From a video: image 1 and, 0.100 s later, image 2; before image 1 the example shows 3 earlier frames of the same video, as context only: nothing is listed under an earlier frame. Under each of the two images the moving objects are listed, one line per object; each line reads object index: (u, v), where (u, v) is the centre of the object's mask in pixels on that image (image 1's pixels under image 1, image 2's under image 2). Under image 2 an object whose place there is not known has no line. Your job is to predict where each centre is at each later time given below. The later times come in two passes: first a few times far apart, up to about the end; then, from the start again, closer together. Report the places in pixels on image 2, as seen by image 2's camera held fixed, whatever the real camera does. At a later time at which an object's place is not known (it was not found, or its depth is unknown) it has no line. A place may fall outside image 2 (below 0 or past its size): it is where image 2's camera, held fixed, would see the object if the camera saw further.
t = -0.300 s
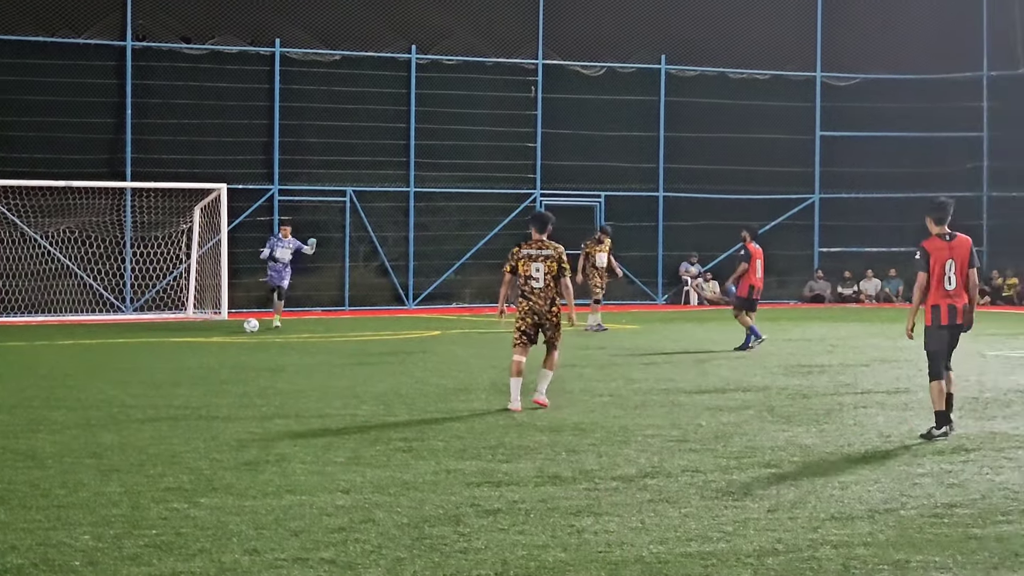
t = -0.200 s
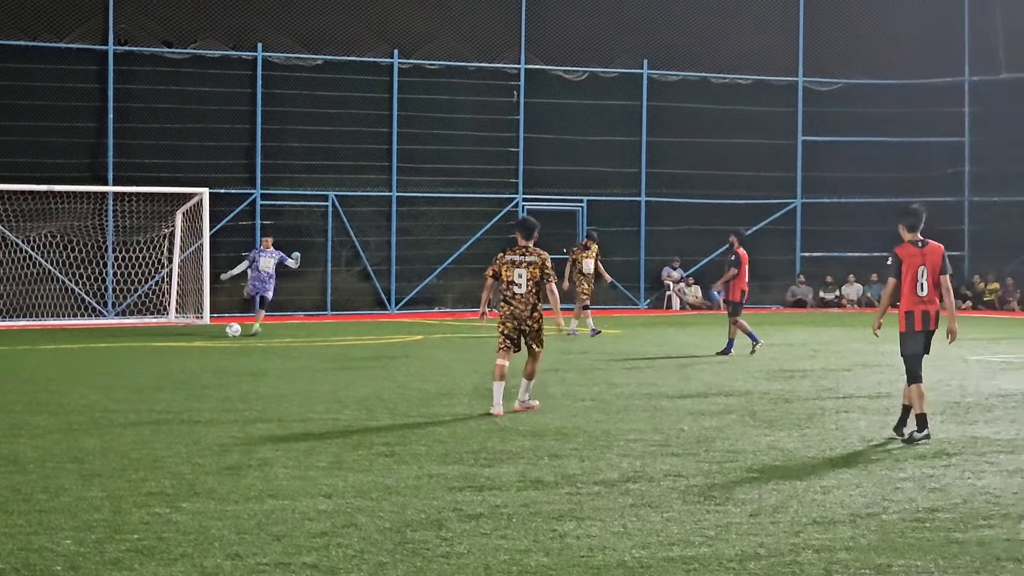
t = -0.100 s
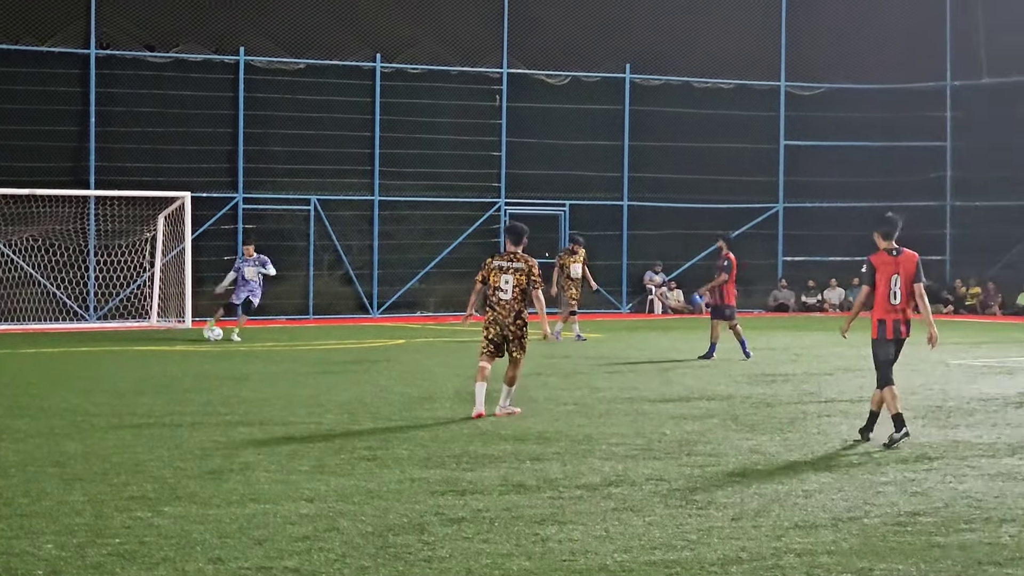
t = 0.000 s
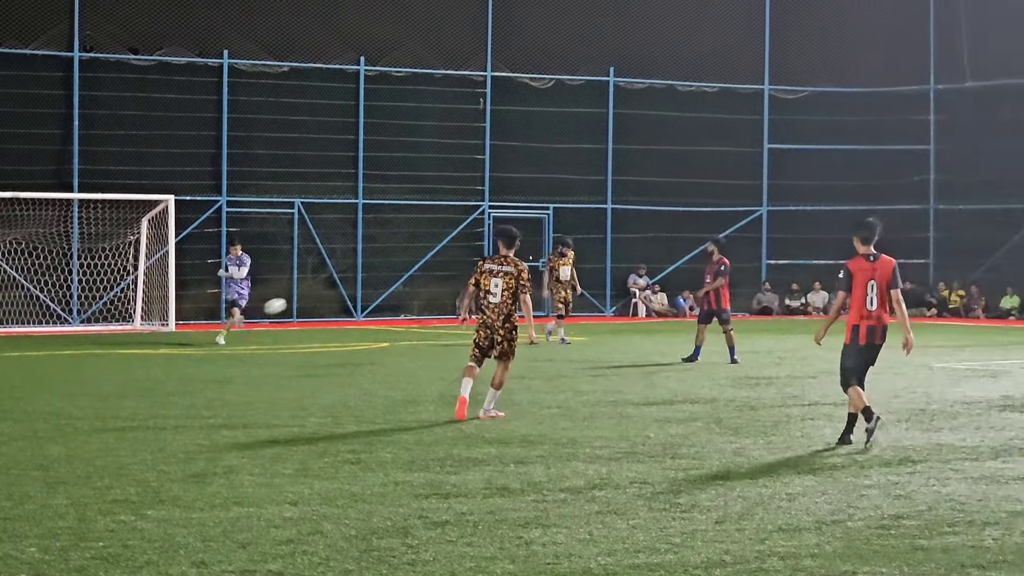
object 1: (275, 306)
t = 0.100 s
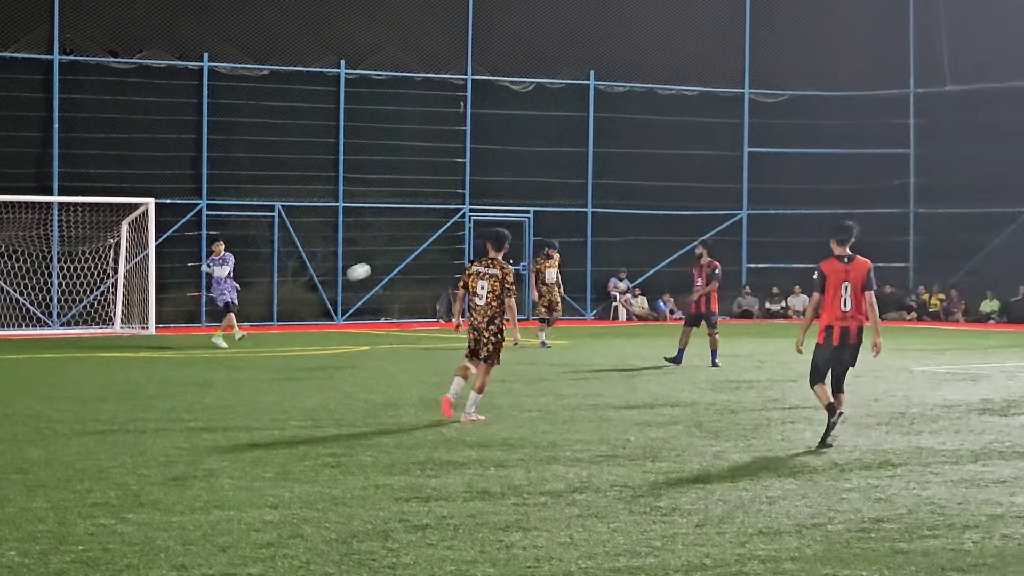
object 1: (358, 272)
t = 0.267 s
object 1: (552, 213)
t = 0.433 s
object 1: (779, 156)
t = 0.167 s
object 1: (433, 248)
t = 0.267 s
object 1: (552, 213)
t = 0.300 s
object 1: (595, 201)
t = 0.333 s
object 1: (638, 190)
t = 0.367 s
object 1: (684, 179)
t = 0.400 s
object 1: (730, 168)
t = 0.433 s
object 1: (779, 156)
